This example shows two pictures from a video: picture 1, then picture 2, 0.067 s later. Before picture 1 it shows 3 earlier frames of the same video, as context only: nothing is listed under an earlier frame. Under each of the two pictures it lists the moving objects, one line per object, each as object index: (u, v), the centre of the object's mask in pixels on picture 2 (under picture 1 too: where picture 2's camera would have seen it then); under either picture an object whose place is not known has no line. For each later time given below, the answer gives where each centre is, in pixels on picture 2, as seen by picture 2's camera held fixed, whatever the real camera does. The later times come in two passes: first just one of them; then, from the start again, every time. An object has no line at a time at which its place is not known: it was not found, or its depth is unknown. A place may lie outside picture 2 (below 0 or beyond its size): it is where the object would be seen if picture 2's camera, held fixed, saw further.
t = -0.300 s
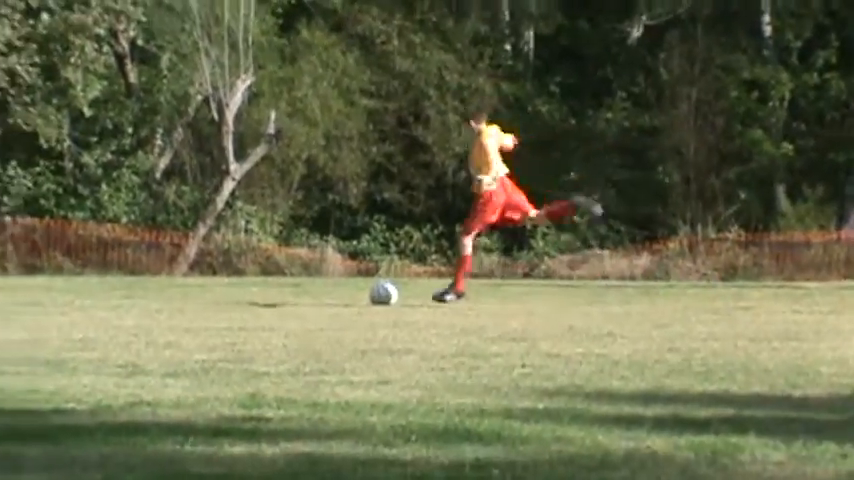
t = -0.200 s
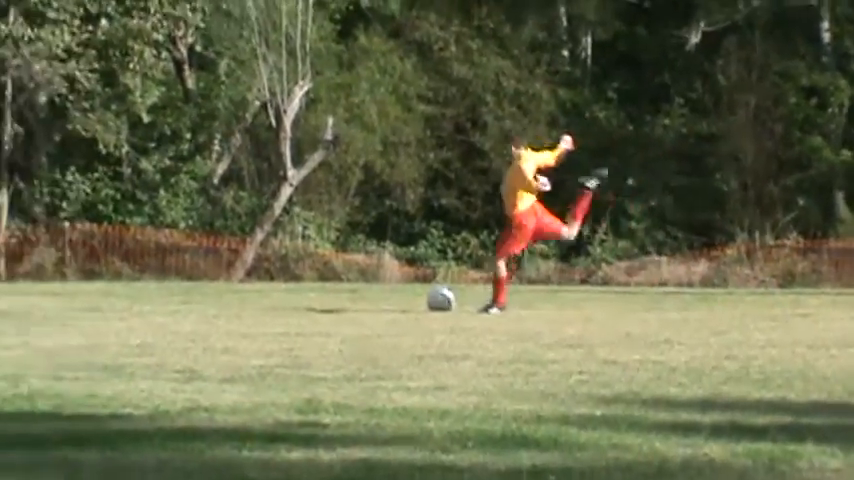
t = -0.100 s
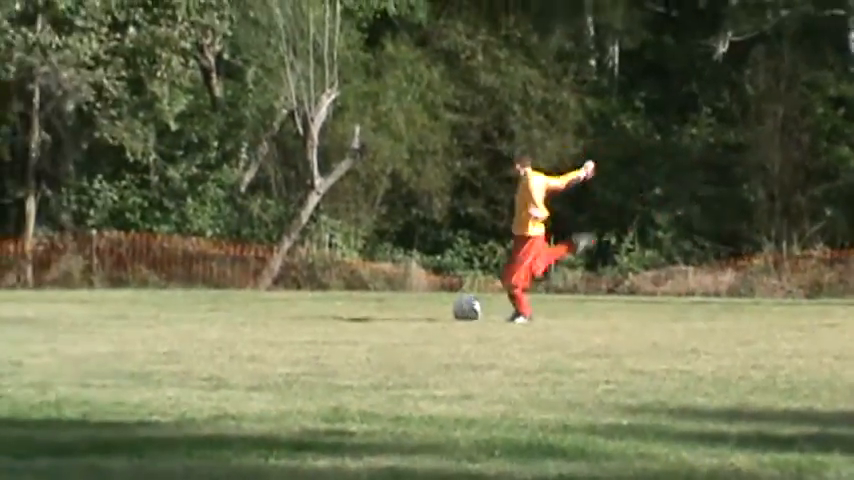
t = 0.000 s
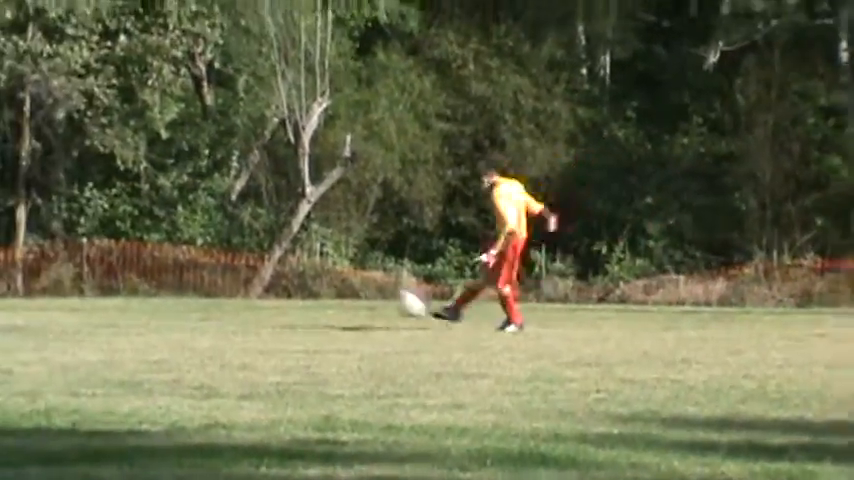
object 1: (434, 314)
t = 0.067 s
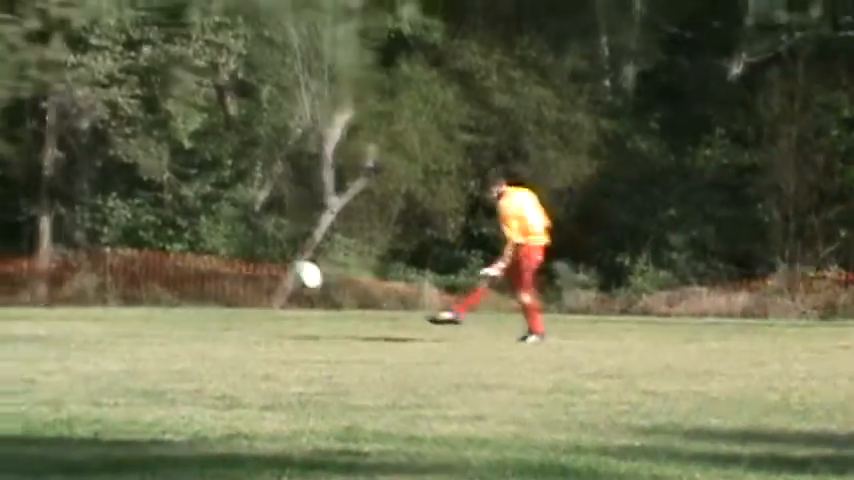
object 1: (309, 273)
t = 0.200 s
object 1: (51, 208)
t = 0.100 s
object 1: (245, 256)
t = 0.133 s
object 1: (180, 240)
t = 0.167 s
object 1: (116, 223)
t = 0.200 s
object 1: (51, 208)
